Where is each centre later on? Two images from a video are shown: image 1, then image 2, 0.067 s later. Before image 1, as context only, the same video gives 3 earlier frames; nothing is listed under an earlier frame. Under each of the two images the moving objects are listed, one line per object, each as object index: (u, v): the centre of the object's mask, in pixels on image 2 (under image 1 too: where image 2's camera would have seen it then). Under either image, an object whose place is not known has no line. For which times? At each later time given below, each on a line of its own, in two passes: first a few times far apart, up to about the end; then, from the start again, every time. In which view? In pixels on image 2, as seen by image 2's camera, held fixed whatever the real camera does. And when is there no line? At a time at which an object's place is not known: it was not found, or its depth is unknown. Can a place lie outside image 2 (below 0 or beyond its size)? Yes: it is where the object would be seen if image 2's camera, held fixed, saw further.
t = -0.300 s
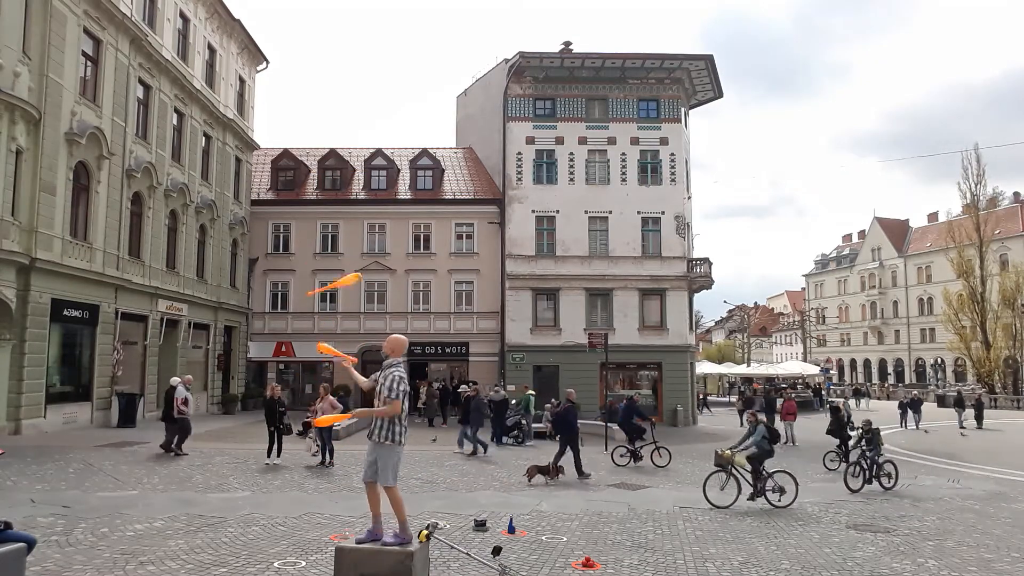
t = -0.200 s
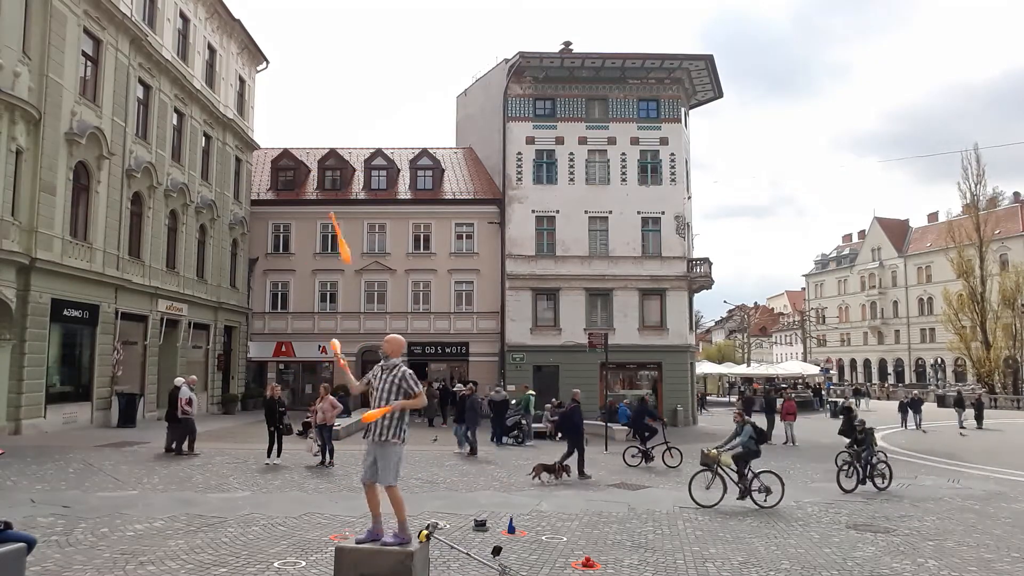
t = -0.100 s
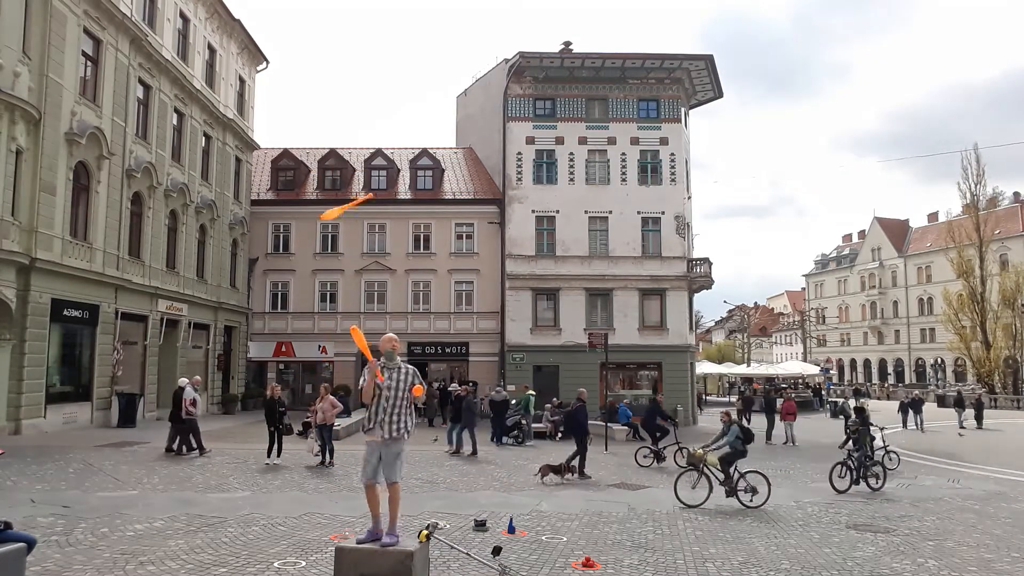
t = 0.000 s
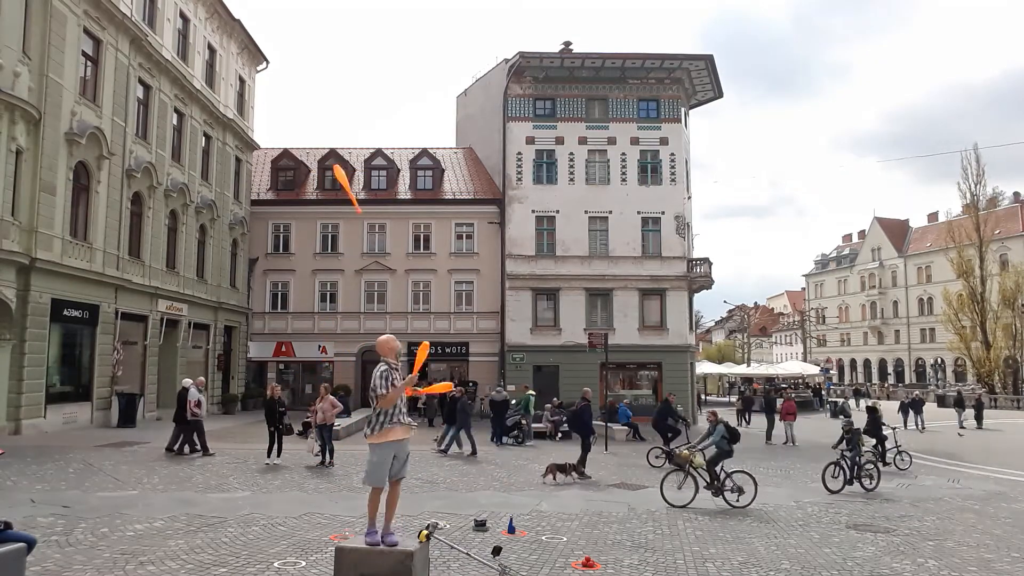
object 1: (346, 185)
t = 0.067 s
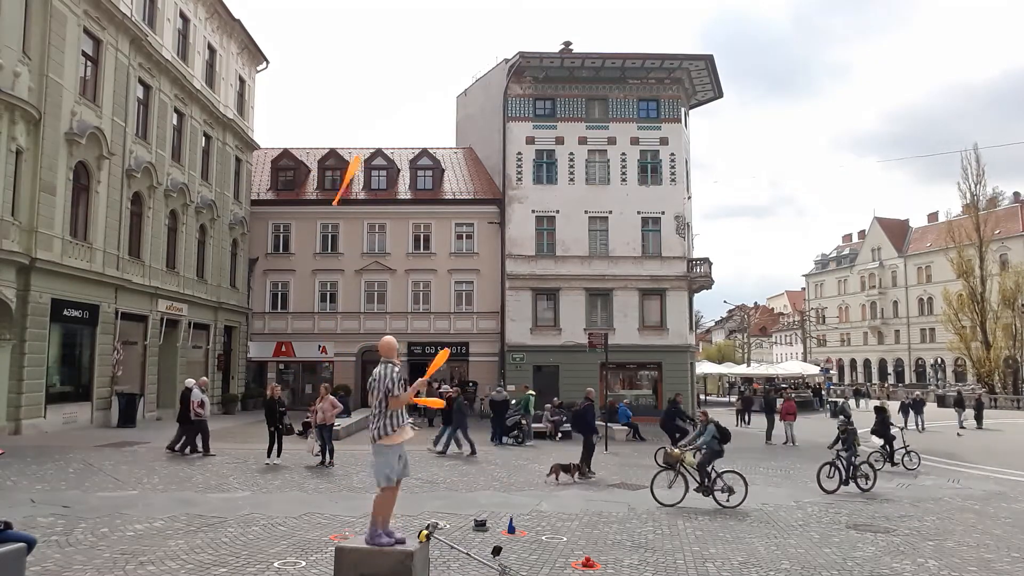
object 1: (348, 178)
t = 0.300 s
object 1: (348, 187)
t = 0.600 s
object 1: (348, 276)
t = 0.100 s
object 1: (349, 175)
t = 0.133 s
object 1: (349, 174)
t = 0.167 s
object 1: (349, 175)
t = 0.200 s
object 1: (348, 175)
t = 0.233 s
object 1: (348, 178)
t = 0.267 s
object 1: (348, 182)
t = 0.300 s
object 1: (348, 187)
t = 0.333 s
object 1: (347, 192)
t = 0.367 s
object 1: (347, 198)
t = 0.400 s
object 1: (347, 204)
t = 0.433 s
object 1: (347, 212)
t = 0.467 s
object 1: (348, 222)
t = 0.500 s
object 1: (348, 233)
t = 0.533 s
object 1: (349, 245)
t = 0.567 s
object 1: (349, 260)
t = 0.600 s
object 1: (348, 276)
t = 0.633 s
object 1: (347, 292)
